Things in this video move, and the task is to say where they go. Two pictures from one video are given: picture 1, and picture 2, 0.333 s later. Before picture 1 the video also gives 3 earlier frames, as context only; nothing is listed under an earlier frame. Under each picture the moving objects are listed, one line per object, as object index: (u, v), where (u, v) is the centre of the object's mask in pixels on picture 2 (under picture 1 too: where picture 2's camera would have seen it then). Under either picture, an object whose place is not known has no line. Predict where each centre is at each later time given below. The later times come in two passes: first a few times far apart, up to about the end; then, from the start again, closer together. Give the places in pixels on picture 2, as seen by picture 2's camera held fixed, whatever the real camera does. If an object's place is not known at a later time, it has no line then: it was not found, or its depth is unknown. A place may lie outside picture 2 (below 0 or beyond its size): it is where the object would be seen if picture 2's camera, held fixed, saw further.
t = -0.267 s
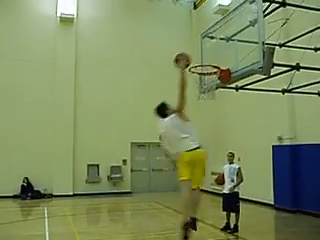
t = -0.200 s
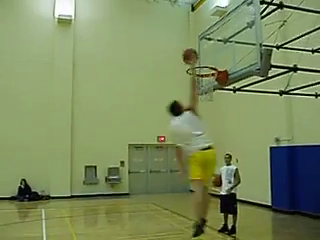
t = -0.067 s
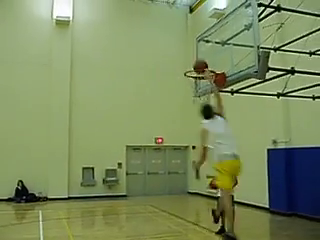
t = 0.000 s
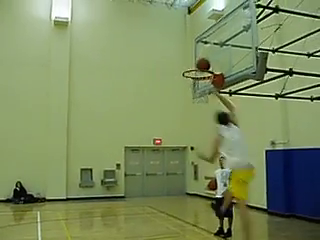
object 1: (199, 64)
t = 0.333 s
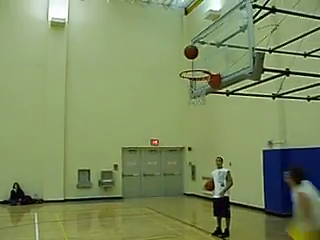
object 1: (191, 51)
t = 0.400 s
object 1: (187, 56)
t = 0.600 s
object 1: (185, 63)
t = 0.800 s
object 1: (192, 68)
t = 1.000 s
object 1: (198, 95)
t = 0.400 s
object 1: (187, 56)
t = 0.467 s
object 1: (184, 63)
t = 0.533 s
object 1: (183, 66)
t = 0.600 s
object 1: (185, 63)
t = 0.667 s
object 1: (187, 62)
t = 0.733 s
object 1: (189, 63)
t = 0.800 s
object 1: (192, 68)
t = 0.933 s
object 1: (196, 83)
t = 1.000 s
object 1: (198, 95)
